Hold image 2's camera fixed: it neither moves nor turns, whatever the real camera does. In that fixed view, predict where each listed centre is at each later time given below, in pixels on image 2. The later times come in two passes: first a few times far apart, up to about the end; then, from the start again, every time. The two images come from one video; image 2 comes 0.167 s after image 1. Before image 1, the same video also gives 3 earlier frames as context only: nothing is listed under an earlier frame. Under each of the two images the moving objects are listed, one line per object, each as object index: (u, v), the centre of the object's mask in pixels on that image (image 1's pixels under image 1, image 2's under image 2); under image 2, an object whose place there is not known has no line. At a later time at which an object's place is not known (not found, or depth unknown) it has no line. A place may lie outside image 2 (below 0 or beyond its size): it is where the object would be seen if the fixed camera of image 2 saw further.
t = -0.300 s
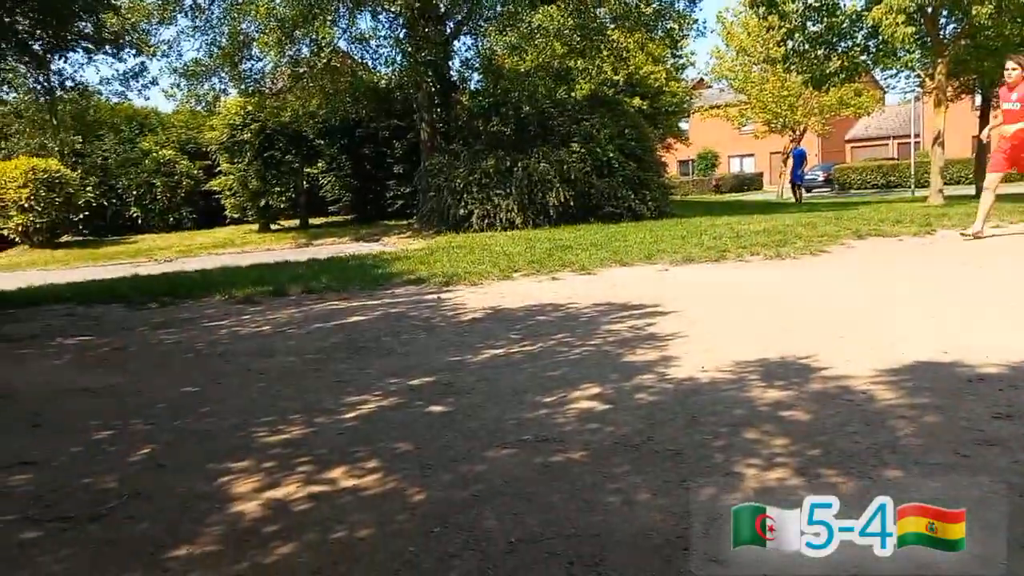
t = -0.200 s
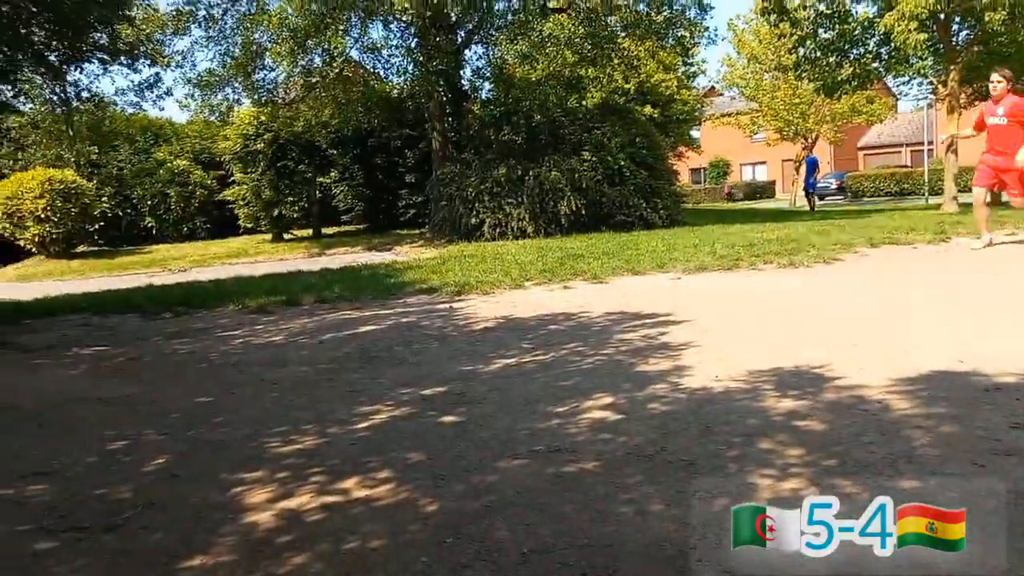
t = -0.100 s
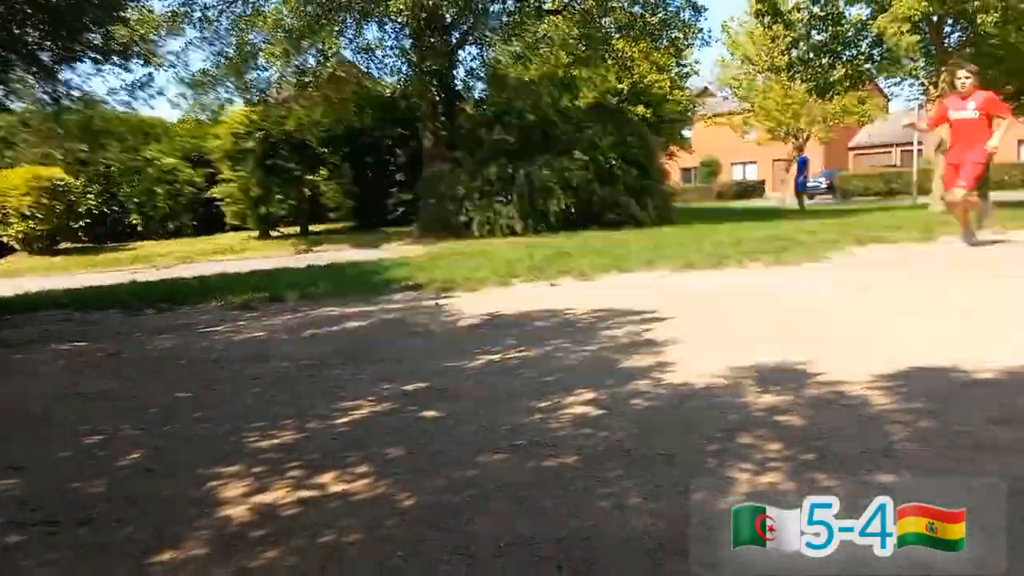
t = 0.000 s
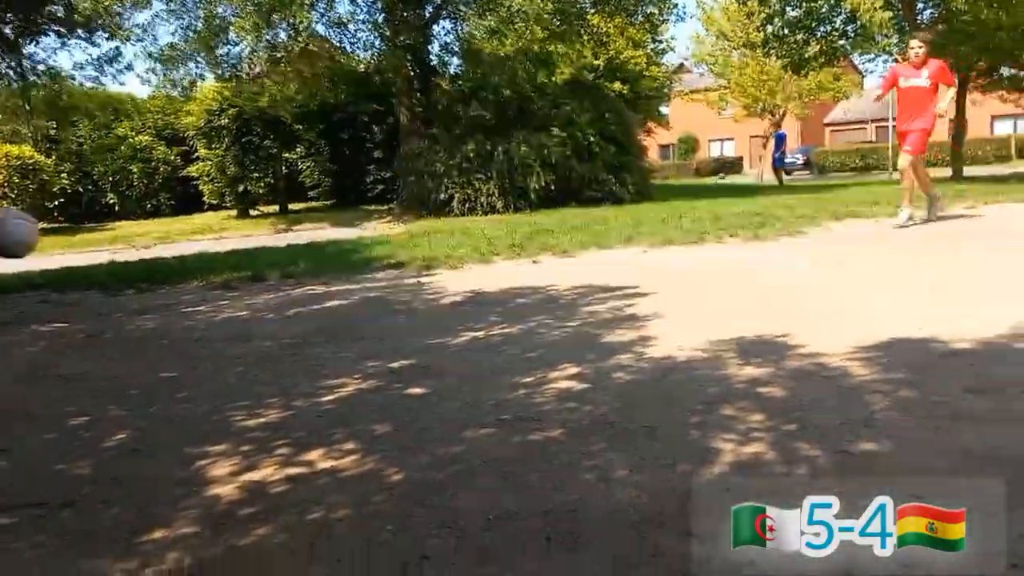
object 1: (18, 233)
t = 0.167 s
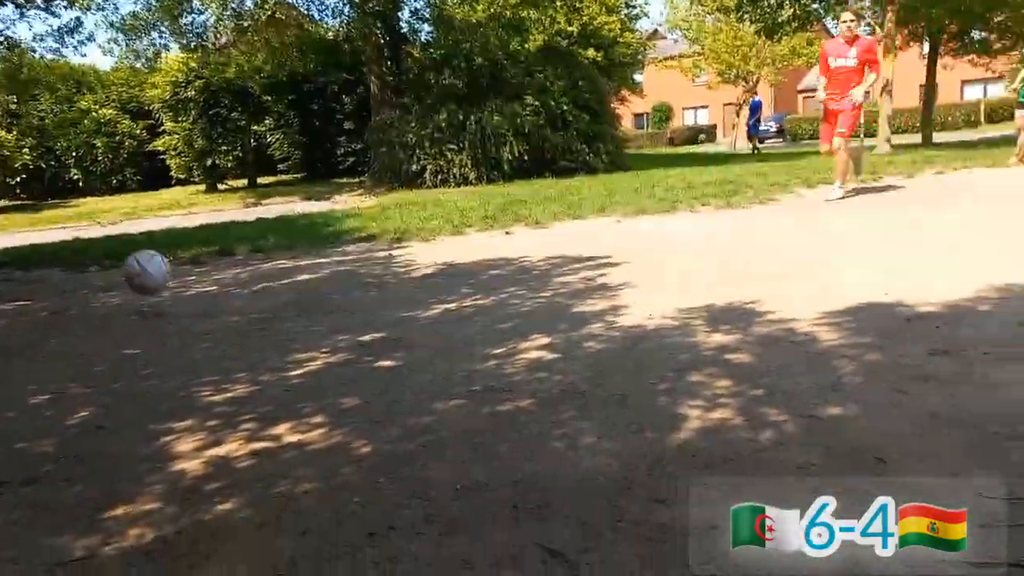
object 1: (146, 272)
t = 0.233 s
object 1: (186, 272)
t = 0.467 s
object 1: (251, 211)
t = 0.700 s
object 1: (319, 251)
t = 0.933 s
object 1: (377, 213)
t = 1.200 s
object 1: (436, 225)
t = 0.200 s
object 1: (178, 289)
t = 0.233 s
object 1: (186, 272)
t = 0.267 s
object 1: (195, 257)
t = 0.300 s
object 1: (205, 244)
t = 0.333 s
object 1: (215, 234)
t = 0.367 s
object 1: (223, 225)
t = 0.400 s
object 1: (232, 218)
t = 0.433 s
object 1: (242, 213)
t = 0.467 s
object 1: (251, 211)
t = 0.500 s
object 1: (261, 210)
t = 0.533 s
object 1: (271, 212)
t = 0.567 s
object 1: (280, 216)
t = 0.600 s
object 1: (291, 221)
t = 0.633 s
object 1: (301, 228)
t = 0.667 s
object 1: (311, 239)
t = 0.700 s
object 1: (319, 251)
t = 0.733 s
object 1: (329, 256)
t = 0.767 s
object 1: (337, 243)
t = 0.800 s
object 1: (345, 233)
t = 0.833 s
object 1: (353, 226)
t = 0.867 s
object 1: (363, 219)
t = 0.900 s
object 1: (369, 216)
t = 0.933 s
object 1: (377, 213)
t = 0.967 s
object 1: (385, 213)
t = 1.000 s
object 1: (393, 216)
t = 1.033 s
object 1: (400, 217)
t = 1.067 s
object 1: (409, 222)
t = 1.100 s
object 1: (417, 228)
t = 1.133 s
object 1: (426, 238)
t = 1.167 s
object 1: (432, 233)
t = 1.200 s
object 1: (436, 225)
